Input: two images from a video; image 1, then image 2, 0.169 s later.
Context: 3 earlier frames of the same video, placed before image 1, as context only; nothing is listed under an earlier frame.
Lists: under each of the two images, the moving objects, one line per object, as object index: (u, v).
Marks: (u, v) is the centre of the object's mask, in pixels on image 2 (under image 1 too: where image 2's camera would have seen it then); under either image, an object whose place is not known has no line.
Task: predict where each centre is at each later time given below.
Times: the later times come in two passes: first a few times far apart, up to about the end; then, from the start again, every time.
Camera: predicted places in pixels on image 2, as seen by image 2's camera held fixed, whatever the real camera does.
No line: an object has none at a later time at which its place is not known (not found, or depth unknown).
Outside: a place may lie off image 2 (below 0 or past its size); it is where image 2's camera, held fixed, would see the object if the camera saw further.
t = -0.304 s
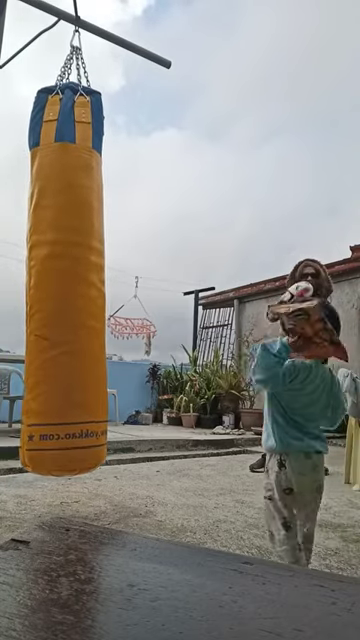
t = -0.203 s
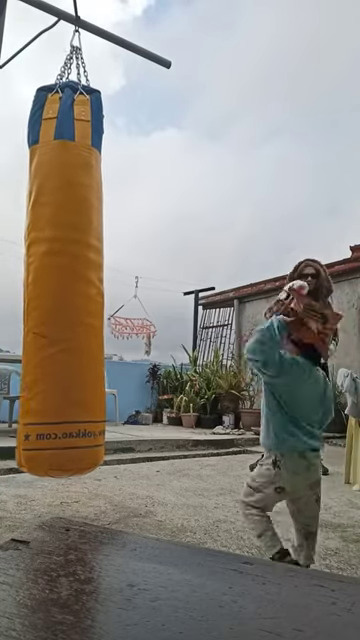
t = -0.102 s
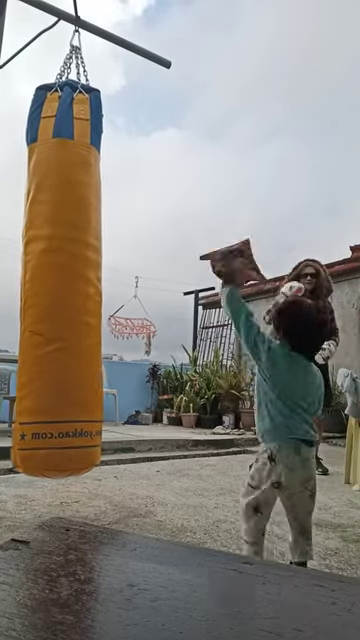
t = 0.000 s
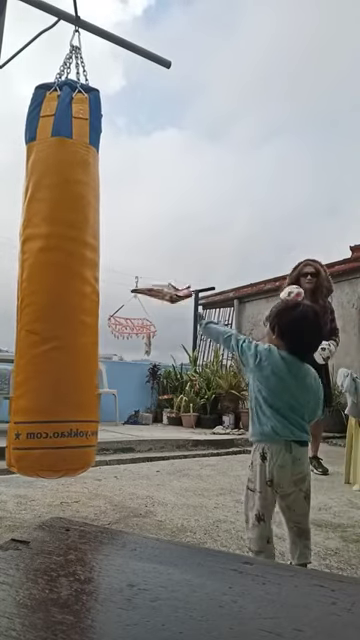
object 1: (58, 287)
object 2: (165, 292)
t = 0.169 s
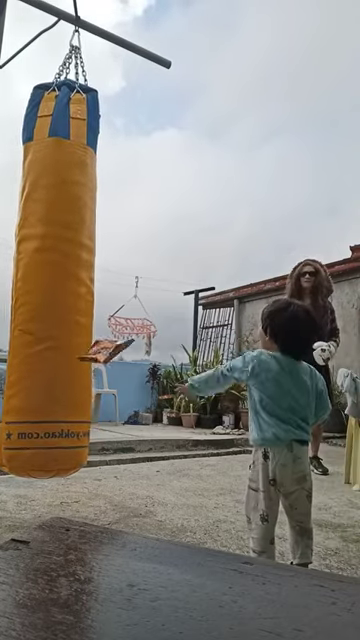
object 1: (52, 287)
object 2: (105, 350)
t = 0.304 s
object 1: (49, 285)
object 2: (53, 389)
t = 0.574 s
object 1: (46, 279)
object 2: (17, 472)
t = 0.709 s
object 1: (45, 282)
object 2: (35, 509)
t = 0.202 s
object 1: (51, 286)
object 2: (92, 363)
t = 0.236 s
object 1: (50, 284)
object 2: (78, 375)
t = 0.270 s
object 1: (50, 285)
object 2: (66, 383)
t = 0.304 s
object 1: (49, 285)
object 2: (53, 389)
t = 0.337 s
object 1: (49, 285)
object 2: (46, 393)
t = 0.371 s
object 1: (48, 284)
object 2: (39, 399)
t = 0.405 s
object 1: (47, 284)
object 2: (34, 409)
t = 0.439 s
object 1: (47, 283)
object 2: (29, 418)
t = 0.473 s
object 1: (47, 283)
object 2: (24, 430)
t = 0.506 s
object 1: (46, 283)
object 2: (21, 443)
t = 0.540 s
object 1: (47, 277)
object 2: (18, 457)
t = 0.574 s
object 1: (46, 279)
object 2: (17, 472)
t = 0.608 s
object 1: (45, 281)
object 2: (20, 487)
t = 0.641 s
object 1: (45, 282)
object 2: (26, 499)
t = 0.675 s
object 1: (45, 282)
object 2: (31, 507)
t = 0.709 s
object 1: (45, 282)
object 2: (35, 509)
